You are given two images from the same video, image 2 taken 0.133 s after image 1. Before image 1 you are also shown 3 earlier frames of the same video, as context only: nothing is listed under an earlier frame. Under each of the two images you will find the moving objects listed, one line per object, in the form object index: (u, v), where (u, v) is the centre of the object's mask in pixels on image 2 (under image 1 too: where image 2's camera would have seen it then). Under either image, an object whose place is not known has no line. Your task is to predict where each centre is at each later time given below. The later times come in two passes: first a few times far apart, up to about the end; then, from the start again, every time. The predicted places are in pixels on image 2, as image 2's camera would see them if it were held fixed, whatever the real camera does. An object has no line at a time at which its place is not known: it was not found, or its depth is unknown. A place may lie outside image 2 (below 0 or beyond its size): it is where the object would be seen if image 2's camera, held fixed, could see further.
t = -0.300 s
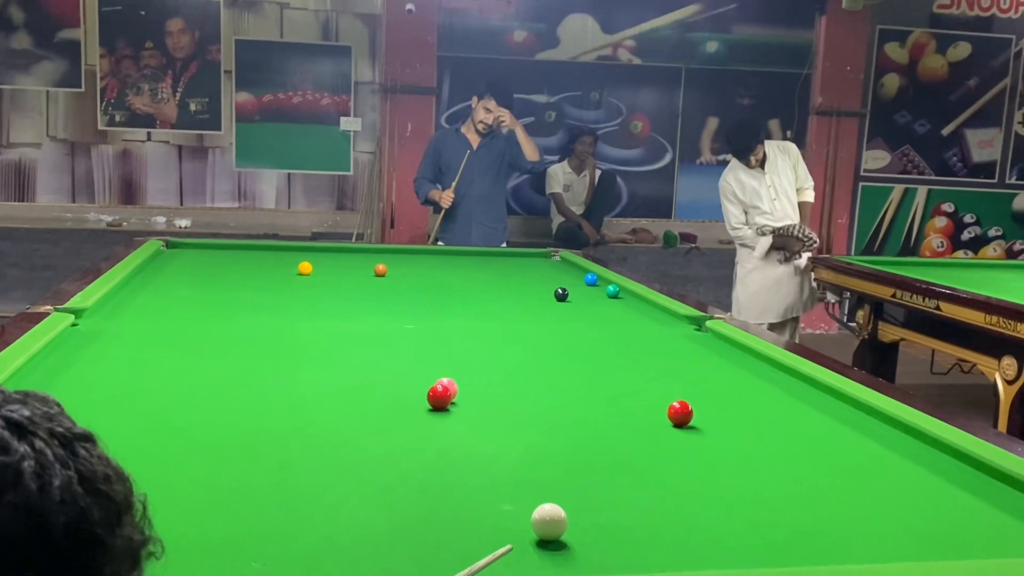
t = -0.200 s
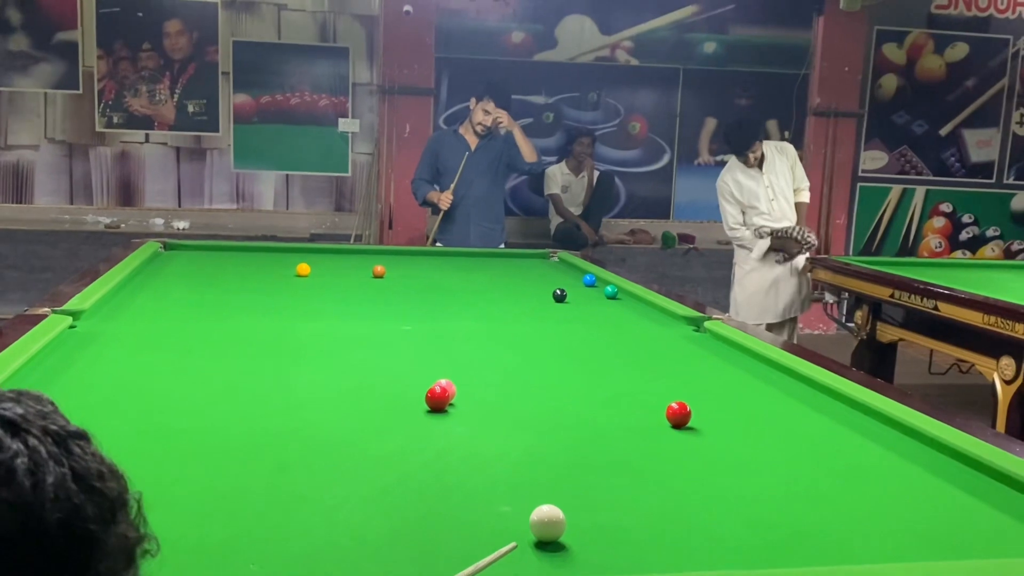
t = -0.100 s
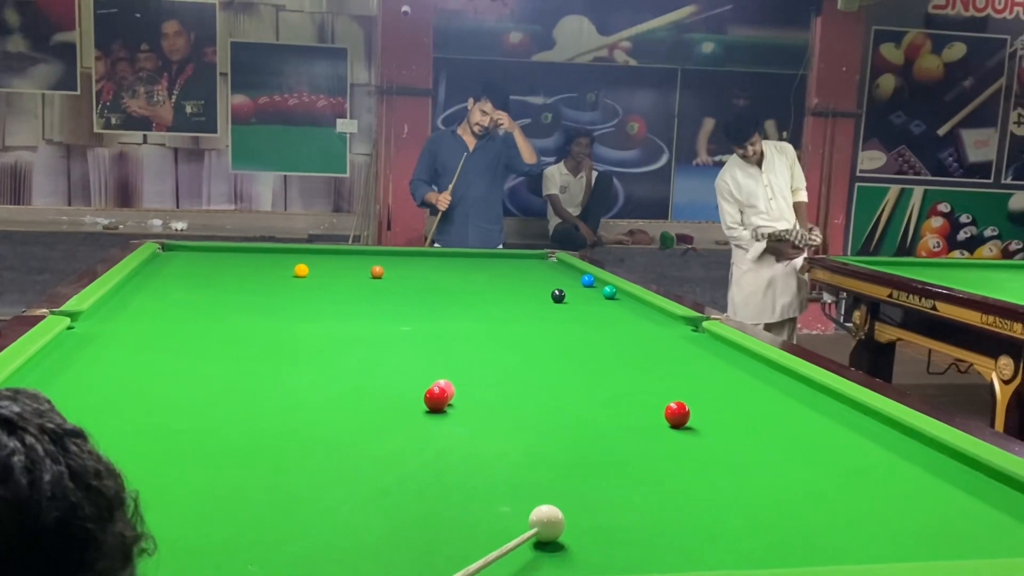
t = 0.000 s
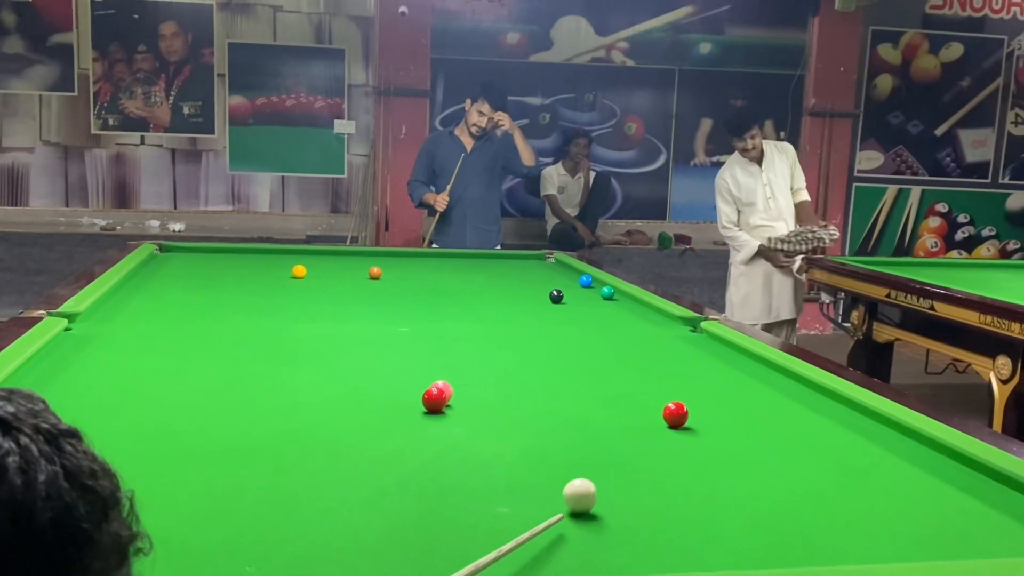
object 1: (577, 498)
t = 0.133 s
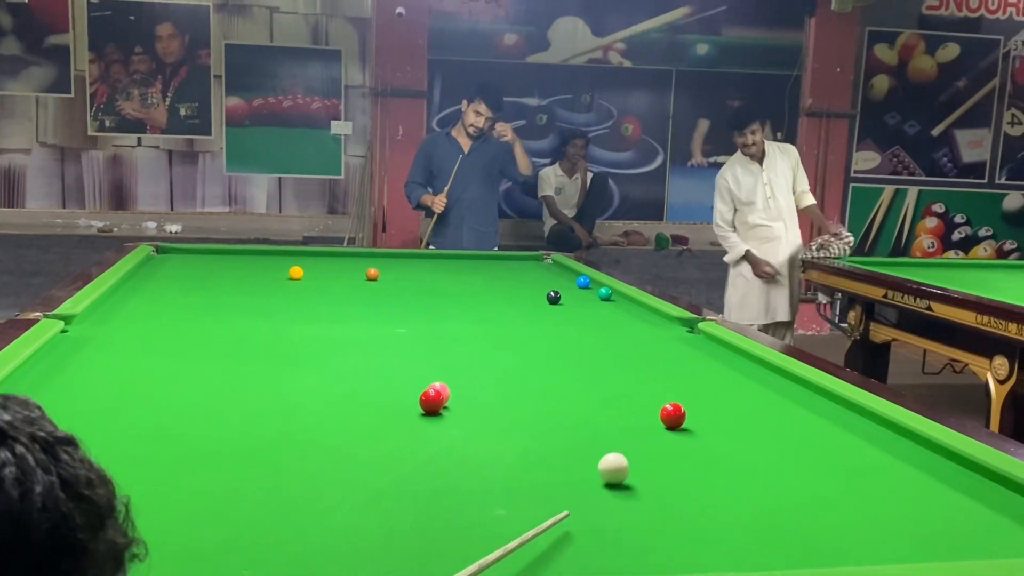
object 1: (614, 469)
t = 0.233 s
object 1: (636, 451)
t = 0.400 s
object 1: (666, 427)
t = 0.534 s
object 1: (685, 422)
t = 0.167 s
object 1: (621, 462)
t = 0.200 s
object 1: (629, 457)
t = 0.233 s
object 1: (636, 451)
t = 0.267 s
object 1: (642, 446)
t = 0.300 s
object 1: (649, 441)
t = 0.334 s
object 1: (654, 436)
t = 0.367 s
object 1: (660, 432)
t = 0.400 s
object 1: (666, 427)
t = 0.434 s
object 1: (672, 422)
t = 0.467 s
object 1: (676, 422)
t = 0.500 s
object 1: (681, 422)
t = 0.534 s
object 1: (685, 422)
